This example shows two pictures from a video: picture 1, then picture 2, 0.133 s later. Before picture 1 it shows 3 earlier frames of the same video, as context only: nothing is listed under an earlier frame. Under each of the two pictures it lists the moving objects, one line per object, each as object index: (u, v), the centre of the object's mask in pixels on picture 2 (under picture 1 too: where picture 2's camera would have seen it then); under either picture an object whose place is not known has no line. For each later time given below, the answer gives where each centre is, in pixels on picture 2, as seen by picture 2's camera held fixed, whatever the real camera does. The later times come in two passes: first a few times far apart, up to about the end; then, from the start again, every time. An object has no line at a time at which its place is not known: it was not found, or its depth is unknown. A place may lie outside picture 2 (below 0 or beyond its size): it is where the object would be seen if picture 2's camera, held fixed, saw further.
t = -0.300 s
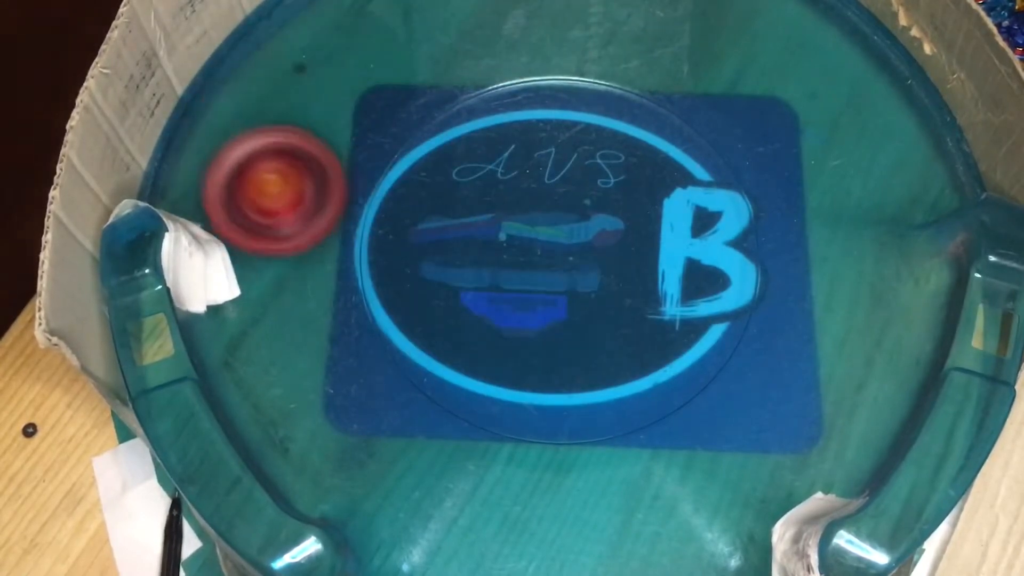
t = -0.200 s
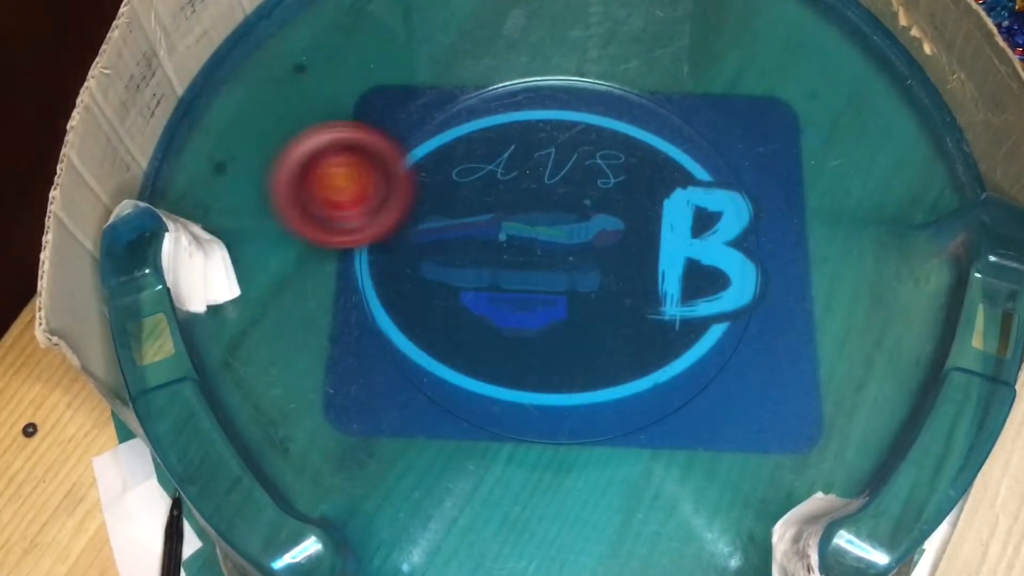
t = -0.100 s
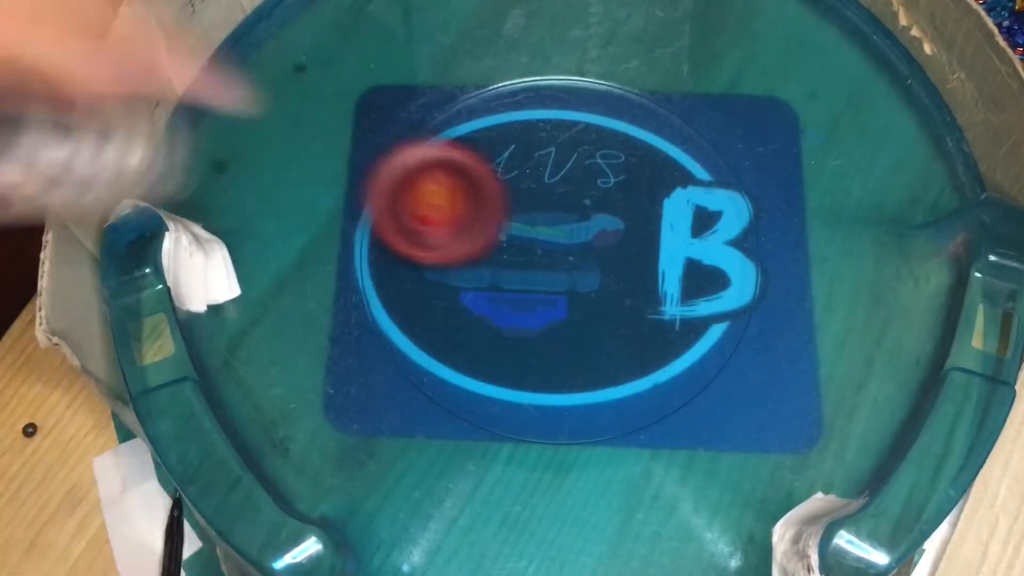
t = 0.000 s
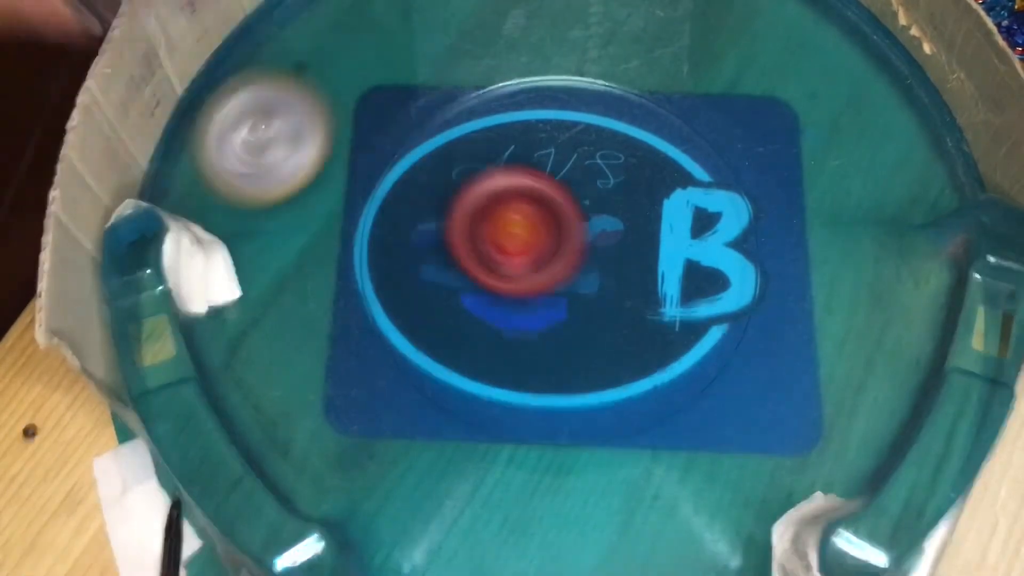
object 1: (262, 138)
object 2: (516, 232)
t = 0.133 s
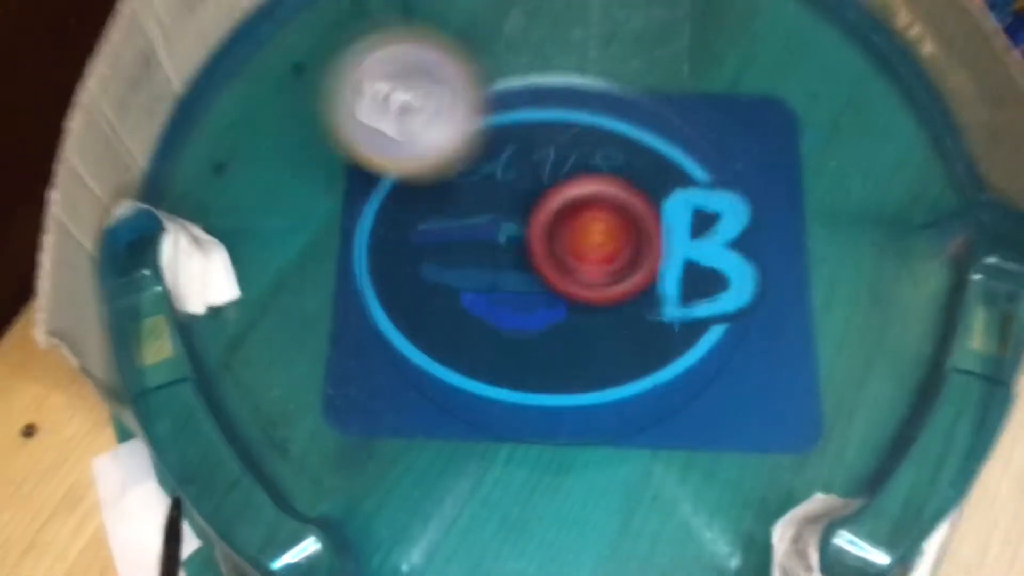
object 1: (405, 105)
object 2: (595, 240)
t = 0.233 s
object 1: (501, 172)
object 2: (660, 231)
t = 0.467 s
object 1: (560, 370)
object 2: (811, 213)
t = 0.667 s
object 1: (822, 292)
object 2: (731, 107)
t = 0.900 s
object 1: (699, 44)
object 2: (410, 74)
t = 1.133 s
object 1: (400, 212)
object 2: (260, 202)
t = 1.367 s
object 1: (811, 417)
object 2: (617, 355)
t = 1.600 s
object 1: (784, 36)
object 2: (713, 220)
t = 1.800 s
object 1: (511, 82)
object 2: (688, 315)
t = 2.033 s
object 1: (388, 461)
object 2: (688, 361)
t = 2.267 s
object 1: (753, 430)
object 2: (697, 274)
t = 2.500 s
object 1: (789, 91)
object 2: (600, 223)
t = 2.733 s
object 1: (567, 76)
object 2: (535, 308)
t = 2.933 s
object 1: (381, 321)
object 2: (550, 371)
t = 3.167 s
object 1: (499, 556)
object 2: (648, 357)
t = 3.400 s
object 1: (609, 494)
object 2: (605, 303)
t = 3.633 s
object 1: (747, 298)
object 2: (504, 200)
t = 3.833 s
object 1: (613, 80)
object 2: (418, 195)
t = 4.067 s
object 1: (468, 57)
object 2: (407, 438)
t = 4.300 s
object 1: (402, 166)
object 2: (778, 252)
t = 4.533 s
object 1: (595, 272)
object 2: (595, 140)
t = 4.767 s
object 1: (612, 553)
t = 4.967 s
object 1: (699, 538)
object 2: (556, 321)
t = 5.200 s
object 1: (643, 521)
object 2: (735, 212)
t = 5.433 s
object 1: (541, 340)
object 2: (760, 155)
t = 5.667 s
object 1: (439, 239)
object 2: (760, 156)
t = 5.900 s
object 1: (483, 261)
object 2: (760, 156)
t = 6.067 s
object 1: (510, 234)
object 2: (759, 156)
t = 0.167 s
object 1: (454, 134)
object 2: (609, 233)
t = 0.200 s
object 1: (499, 167)
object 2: (623, 222)
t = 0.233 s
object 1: (501, 172)
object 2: (660, 231)
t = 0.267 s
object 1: (493, 173)
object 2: (714, 240)
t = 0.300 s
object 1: (489, 180)
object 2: (758, 243)
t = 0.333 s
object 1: (487, 201)
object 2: (784, 246)
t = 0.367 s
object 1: (488, 233)
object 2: (802, 246)
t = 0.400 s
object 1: (497, 275)
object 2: (812, 239)
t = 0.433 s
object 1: (521, 321)
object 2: (814, 228)
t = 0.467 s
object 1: (560, 370)
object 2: (811, 213)
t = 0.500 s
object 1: (614, 407)
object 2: (803, 194)
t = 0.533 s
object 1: (681, 420)
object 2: (792, 174)
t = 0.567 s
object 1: (749, 426)
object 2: (782, 156)
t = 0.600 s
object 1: (818, 411)
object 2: (769, 139)
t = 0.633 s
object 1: (827, 349)
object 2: (752, 123)
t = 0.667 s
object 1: (822, 292)
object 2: (731, 107)
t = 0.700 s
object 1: (813, 225)
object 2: (706, 96)
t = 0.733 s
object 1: (797, 161)
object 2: (678, 82)
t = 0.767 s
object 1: (789, 119)
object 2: (632, 64)
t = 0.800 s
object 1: (777, 87)
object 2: (574, 52)
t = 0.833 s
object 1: (757, 63)
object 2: (515, 52)
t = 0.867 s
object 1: (730, 50)
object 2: (459, 58)
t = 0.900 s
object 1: (699, 44)
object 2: (410, 74)
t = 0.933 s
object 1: (670, 47)
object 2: (367, 96)
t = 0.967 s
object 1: (629, 53)
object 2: (330, 117)
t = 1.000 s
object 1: (578, 64)
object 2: (300, 139)
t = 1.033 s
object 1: (512, 85)
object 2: (277, 161)
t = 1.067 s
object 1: (448, 114)
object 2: (260, 181)
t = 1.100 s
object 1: (390, 154)
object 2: (252, 194)
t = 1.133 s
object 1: (400, 212)
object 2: (260, 202)
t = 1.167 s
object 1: (432, 279)
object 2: (305, 218)
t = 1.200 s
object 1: (468, 350)
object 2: (359, 246)
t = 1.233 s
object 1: (524, 411)
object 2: (417, 287)
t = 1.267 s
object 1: (602, 434)
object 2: (475, 330)
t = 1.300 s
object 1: (681, 447)
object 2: (525, 343)
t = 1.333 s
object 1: (749, 441)
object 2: (574, 354)
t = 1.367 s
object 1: (811, 417)
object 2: (617, 355)
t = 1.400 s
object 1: (818, 354)
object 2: (659, 347)
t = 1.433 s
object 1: (844, 295)
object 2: (679, 331)
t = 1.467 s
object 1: (868, 233)
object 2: (683, 306)
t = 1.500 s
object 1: (859, 166)
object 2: (689, 282)
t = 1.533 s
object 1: (835, 111)
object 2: (696, 261)
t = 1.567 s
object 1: (813, 63)
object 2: (705, 239)
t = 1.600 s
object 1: (784, 36)
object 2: (713, 220)
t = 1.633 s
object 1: (743, 29)
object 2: (717, 204)
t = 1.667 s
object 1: (710, 54)
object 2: (721, 192)
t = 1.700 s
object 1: (673, 61)
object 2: (715, 224)
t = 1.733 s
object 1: (629, 63)
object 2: (707, 262)
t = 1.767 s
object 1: (575, 71)
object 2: (698, 292)
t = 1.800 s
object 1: (511, 82)
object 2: (688, 315)
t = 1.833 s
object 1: (451, 103)
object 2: (680, 334)
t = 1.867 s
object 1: (396, 138)
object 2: (674, 346)
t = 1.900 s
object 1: (357, 195)
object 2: (671, 354)
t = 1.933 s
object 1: (333, 264)
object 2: (671, 359)
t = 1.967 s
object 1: (328, 337)
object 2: (674, 361)
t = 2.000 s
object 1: (344, 408)
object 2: (680, 362)
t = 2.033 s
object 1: (388, 461)
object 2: (688, 361)
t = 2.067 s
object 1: (469, 478)
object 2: (697, 360)
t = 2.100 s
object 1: (553, 496)
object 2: (700, 353)
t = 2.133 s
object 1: (621, 491)
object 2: (701, 344)
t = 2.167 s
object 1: (684, 482)
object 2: (701, 335)
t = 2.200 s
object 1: (719, 472)
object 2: (703, 313)
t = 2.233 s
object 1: (741, 462)
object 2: (702, 291)
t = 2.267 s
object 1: (753, 430)
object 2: (697, 274)
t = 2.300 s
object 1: (766, 385)
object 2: (690, 261)
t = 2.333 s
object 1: (785, 344)
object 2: (678, 243)
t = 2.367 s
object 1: (802, 295)
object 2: (663, 231)
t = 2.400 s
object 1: (811, 240)
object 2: (647, 221)
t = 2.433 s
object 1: (808, 184)
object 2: (631, 217)
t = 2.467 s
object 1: (799, 133)
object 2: (616, 219)
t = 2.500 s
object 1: (789, 91)
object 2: (600, 223)
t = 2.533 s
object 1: (774, 56)
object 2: (586, 231)
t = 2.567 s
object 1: (753, 39)
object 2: (573, 242)
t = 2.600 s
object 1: (727, 28)
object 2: (562, 253)
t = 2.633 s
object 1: (695, 33)
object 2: (552, 266)
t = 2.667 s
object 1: (660, 44)
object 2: (544, 280)
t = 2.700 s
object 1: (617, 56)
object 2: (538, 295)
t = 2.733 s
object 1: (567, 76)
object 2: (535, 308)
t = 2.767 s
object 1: (512, 99)
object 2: (533, 321)
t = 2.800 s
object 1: (464, 129)
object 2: (534, 334)
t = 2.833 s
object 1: (422, 167)
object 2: (536, 346)
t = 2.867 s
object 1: (392, 214)
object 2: (540, 356)
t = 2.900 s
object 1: (378, 267)
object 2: (545, 365)
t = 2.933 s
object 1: (381, 321)
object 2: (550, 371)
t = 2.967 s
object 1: (409, 371)
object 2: (560, 378)
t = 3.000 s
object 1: (420, 416)
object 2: (590, 382)
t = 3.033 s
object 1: (444, 462)
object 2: (614, 382)
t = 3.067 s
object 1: (473, 502)
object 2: (630, 379)
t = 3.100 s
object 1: (489, 525)
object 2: (641, 372)
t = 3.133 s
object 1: (498, 542)
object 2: (646, 365)
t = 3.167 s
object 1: (499, 556)
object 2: (648, 357)
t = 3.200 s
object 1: (502, 564)
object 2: (647, 348)
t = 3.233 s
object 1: (519, 561)
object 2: (644, 339)
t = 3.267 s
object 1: (540, 552)
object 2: (638, 331)
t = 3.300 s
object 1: (559, 541)
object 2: (631, 323)
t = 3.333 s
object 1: (578, 530)
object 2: (624, 315)
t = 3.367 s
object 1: (595, 516)
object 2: (615, 309)
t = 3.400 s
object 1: (609, 494)
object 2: (605, 303)
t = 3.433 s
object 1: (620, 466)
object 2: (595, 297)
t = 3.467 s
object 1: (629, 433)
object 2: (584, 293)
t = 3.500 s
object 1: (645, 411)
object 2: (571, 282)
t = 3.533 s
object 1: (672, 399)
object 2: (554, 253)
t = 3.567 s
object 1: (701, 379)
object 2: (538, 231)
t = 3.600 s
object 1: (729, 346)
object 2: (521, 213)
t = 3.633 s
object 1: (747, 298)
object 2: (504, 200)
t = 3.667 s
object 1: (752, 246)
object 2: (488, 192)
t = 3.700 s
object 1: (745, 199)
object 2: (474, 190)
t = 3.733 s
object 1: (726, 158)
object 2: (458, 188)
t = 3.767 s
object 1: (696, 125)
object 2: (444, 189)
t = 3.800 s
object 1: (657, 97)
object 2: (431, 192)
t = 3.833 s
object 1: (613, 80)
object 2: (418, 195)
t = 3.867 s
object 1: (562, 73)
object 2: (408, 199)
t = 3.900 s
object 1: (510, 75)
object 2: (399, 203)
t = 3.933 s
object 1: (460, 88)
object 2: (392, 210)
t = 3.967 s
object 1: (437, 91)
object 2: (360, 253)
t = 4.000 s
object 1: (450, 71)
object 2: (316, 333)
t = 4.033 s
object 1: (462, 62)
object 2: (317, 405)
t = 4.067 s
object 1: (468, 57)
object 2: (407, 438)
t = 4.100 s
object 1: (469, 60)
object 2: (502, 465)
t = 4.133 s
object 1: (465, 66)
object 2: (591, 478)
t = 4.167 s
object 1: (455, 77)
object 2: (675, 487)
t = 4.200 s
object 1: (443, 88)
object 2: (739, 465)
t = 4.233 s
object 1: (428, 103)
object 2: (760, 389)
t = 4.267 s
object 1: (409, 131)
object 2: (772, 319)
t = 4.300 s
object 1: (402, 166)
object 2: (778, 252)
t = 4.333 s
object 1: (406, 198)
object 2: (771, 167)
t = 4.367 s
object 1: (421, 227)
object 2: (756, 106)
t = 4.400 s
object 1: (446, 250)
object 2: (743, 49)
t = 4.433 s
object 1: (481, 267)
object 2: (722, 23)
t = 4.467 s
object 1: (520, 277)
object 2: (684, 41)
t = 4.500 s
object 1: (560, 276)
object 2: (645, 76)
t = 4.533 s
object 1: (595, 272)
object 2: (595, 140)
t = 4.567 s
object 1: (599, 324)
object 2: (583, 125)
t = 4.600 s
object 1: (596, 404)
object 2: (585, 67)
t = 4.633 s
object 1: (594, 457)
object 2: (576, 35)
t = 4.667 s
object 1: (595, 496)
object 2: (568, 13)
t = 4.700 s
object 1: (599, 522)
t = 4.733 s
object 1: (606, 539)
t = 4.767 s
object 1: (612, 553)
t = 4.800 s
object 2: (543, 14)
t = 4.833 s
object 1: (638, 564)
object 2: (543, 37)
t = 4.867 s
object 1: (651, 555)
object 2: (541, 85)
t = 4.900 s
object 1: (674, 549)
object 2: (539, 156)
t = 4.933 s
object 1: (689, 544)
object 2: (544, 233)
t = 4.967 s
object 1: (699, 538)
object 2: (556, 321)
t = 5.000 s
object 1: (692, 529)
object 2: (583, 405)
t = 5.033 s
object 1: (665, 556)
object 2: (630, 390)
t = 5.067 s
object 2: (657, 347)
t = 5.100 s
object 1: (646, 555)
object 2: (696, 313)
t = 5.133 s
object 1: (644, 545)
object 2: (700, 282)
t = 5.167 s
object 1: (648, 533)
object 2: (740, 241)
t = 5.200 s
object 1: (643, 521)
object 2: (735, 212)
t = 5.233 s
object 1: (638, 505)
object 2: (745, 184)
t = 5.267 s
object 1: (627, 480)
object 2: (756, 184)
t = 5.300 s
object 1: (613, 454)
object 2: (754, 174)
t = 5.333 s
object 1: (599, 430)
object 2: (761, 159)
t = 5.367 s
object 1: (586, 404)
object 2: (761, 155)
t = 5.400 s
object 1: (567, 375)
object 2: (761, 155)
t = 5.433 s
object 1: (541, 340)
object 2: (760, 155)
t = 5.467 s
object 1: (514, 312)
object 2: (759, 156)
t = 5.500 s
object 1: (487, 286)
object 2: (760, 155)
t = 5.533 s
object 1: (459, 267)
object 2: (760, 155)
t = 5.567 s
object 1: (443, 253)
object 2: (760, 155)
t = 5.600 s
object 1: (434, 245)
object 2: (760, 155)
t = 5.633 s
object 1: (435, 241)
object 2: (760, 155)
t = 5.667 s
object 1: (439, 239)
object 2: (760, 156)
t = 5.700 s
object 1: (447, 238)
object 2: (760, 156)
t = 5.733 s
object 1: (458, 240)
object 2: (760, 155)
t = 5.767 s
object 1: (469, 246)
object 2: (760, 155)
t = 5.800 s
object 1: (476, 254)
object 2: (760, 155)
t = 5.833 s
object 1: (478, 260)
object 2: (760, 156)
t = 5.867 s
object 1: (480, 261)
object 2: (760, 156)
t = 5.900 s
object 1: (483, 261)
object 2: (760, 156)
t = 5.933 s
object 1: (488, 259)
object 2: (760, 156)
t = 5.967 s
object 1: (495, 257)
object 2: (760, 156)
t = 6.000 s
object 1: (502, 252)
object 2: (759, 156)
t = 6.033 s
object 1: (508, 244)
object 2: (759, 156)
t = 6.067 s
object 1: (510, 234)
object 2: (759, 156)
